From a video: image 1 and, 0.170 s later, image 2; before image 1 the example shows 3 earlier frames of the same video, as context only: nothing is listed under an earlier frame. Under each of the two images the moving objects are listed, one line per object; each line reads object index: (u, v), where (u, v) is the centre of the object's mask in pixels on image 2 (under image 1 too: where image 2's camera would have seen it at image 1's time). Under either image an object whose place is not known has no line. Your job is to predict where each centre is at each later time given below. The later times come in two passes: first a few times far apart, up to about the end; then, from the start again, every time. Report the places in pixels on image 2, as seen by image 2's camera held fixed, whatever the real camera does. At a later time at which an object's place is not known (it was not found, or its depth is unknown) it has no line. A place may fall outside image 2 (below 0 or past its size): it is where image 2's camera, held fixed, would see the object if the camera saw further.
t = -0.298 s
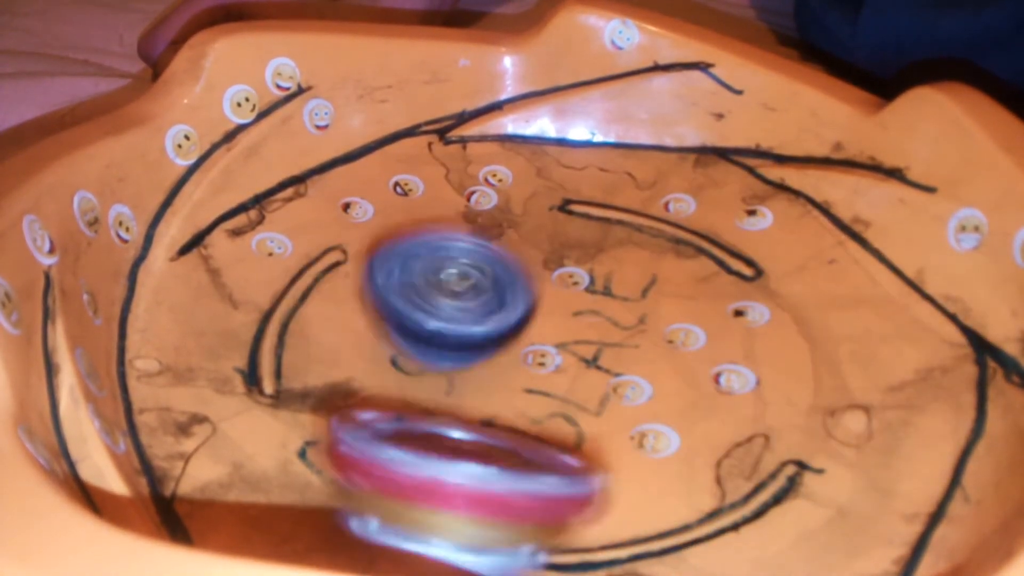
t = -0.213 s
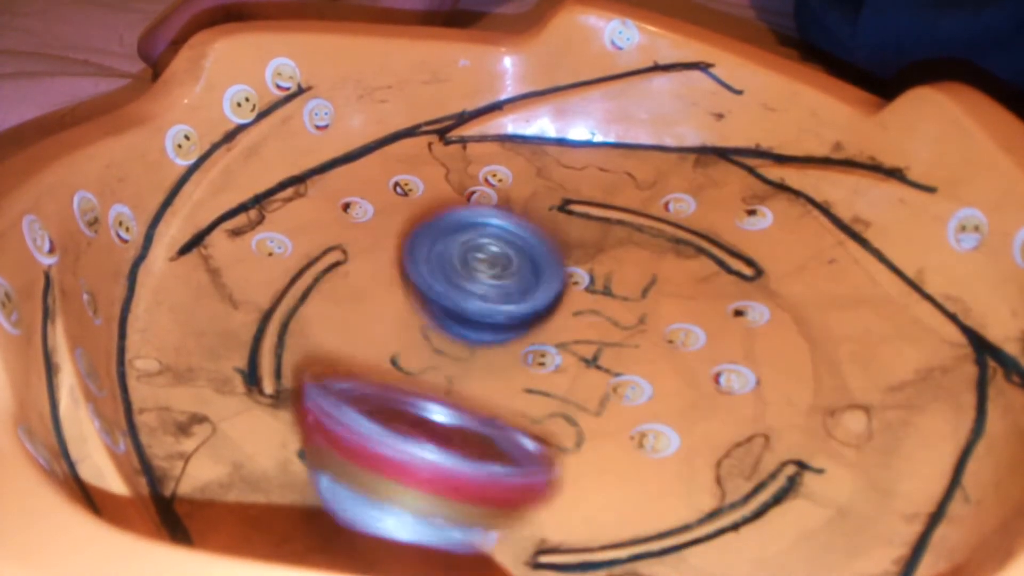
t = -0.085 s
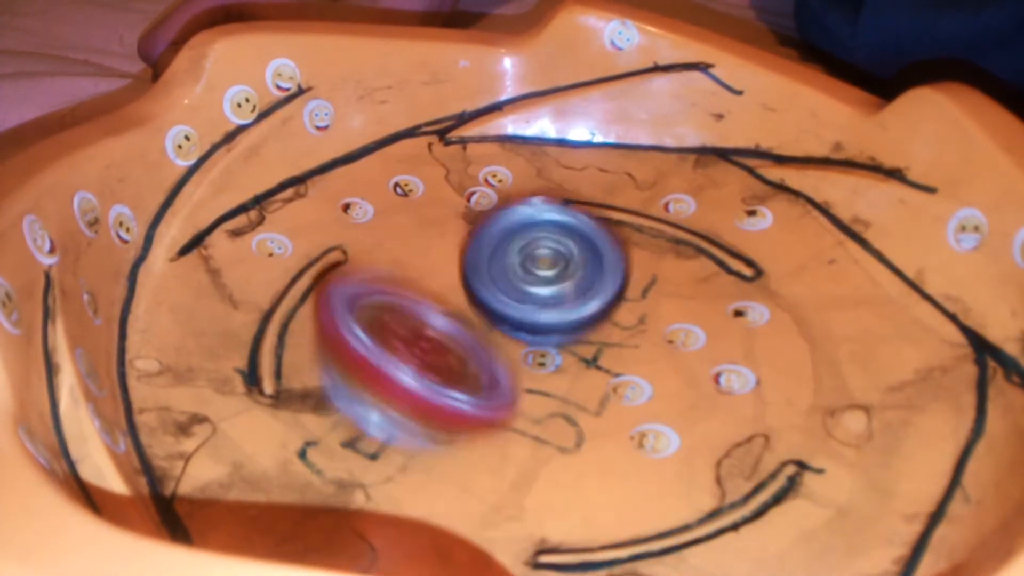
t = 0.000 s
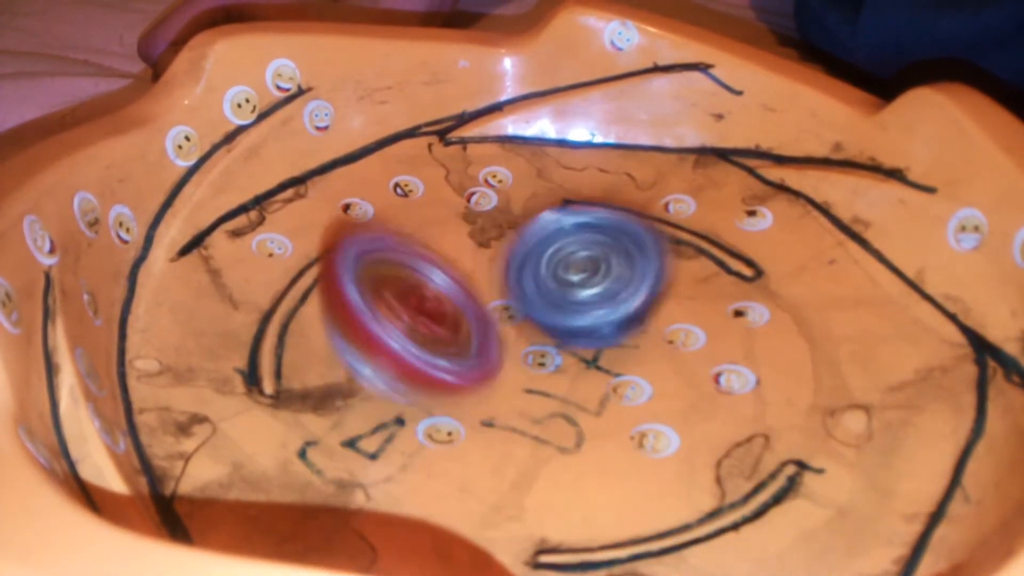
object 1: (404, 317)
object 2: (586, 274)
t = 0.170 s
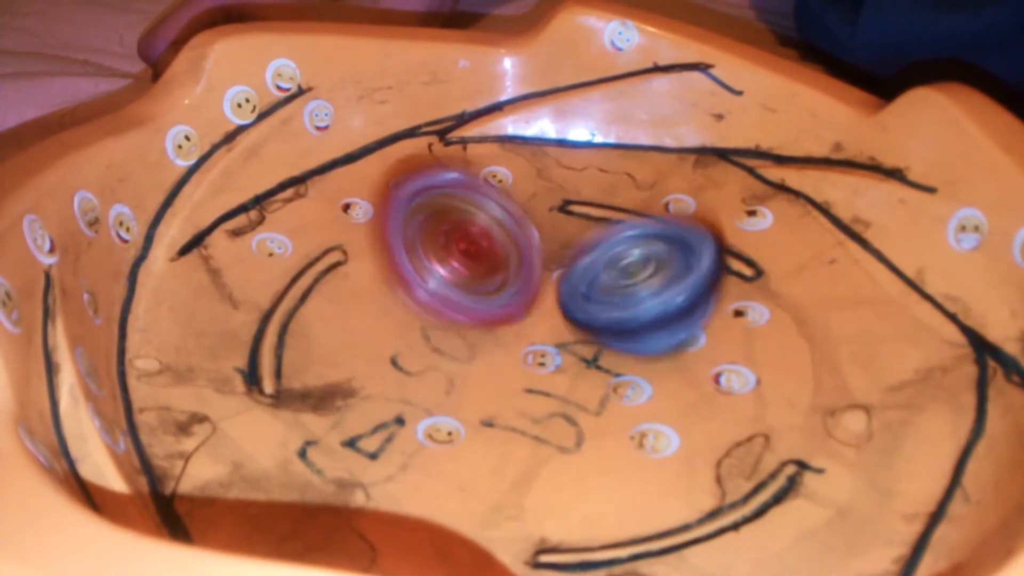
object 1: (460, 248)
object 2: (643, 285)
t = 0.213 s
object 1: (481, 237)
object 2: (650, 291)
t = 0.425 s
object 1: (600, 212)
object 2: (623, 335)
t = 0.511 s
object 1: (654, 216)
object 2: (584, 343)
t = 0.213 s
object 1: (481, 237)
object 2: (650, 291)
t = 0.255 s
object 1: (501, 228)
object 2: (652, 299)
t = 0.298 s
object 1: (523, 220)
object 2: (651, 304)
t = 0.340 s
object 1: (547, 212)
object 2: (645, 315)
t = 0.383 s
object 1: (574, 210)
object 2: (637, 322)
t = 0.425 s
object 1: (600, 212)
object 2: (623, 335)
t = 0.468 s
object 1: (628, 214)
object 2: (604, 340)
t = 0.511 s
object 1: (654, 216)
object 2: (584, 343)
